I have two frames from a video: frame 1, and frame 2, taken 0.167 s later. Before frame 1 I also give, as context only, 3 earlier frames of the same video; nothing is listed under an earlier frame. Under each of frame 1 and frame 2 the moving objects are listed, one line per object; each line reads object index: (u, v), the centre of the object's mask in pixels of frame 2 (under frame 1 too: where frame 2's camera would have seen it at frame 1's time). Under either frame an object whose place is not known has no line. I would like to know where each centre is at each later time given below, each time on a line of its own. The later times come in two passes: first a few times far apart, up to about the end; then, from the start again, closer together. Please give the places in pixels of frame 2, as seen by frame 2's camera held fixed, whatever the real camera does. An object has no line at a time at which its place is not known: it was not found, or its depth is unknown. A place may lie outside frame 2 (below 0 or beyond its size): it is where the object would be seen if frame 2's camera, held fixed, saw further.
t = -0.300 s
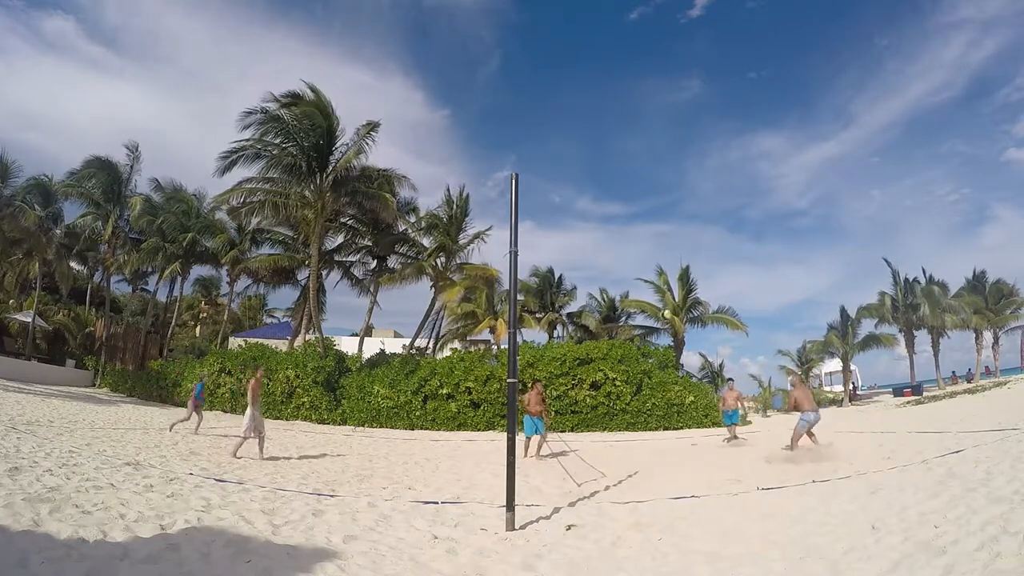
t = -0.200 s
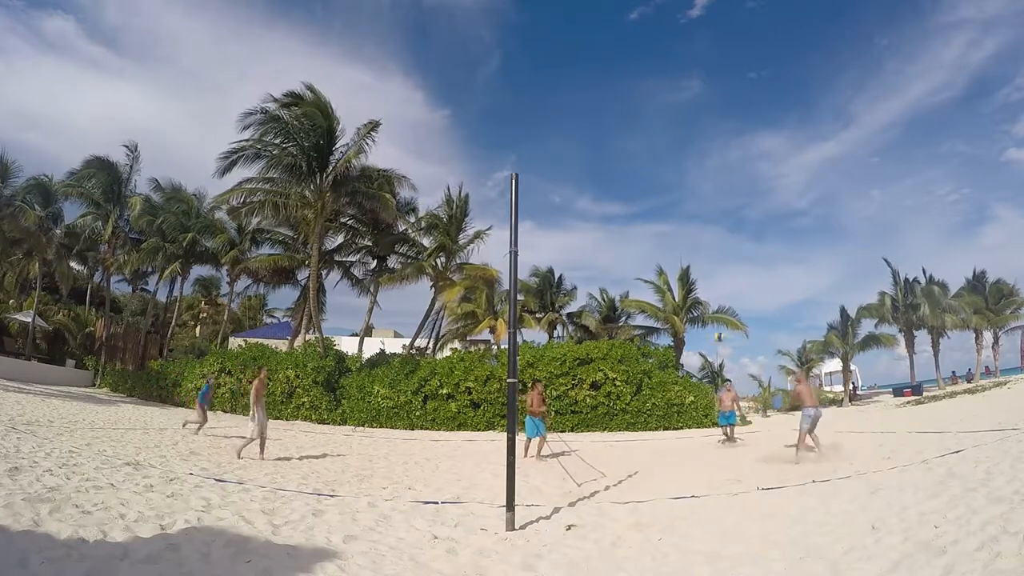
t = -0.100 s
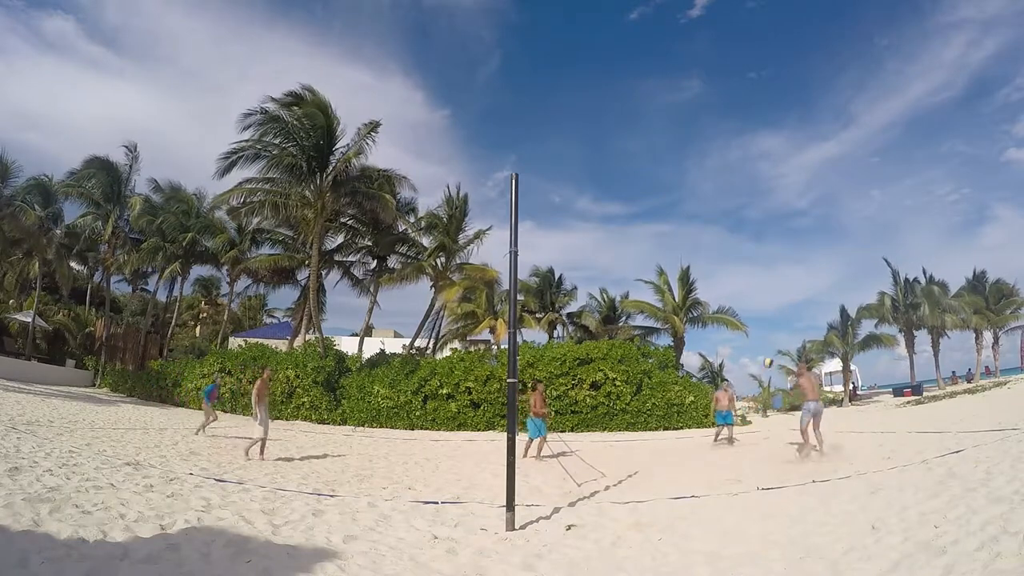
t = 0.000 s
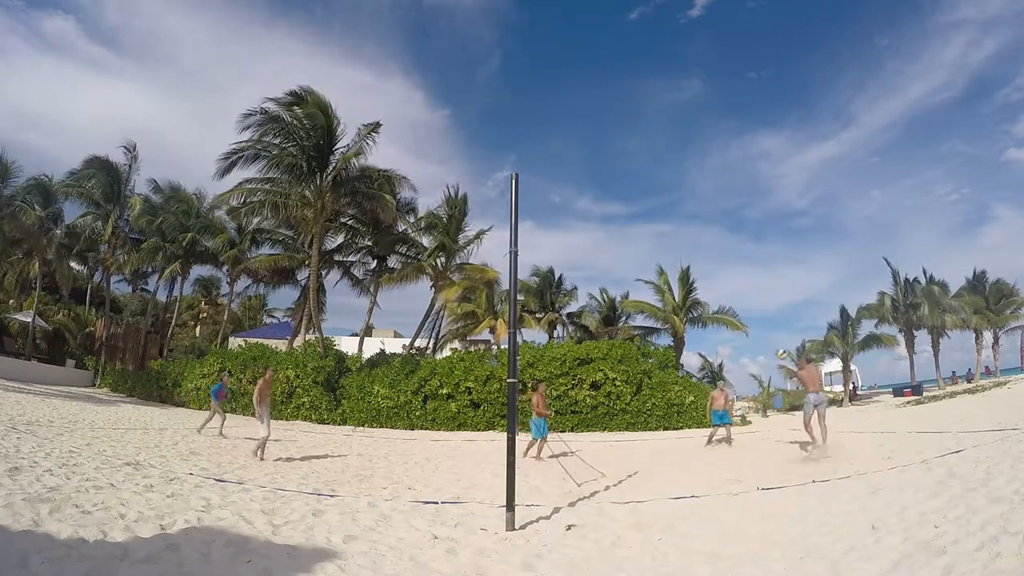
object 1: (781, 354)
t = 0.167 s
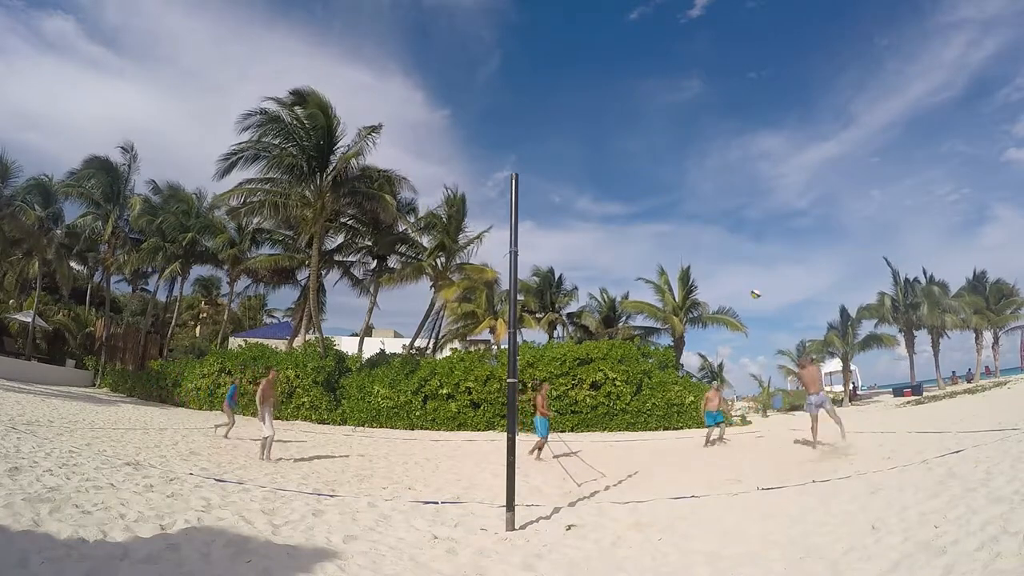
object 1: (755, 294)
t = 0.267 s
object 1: (739, 262)
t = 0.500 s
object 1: (704, 210)
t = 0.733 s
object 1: (670, 182)
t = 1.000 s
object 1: (630, 179)
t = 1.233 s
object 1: (596, 201)
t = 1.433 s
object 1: (561, 246)
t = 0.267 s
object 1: (739, 262)
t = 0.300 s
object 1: (734, 253)
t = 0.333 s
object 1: (729, 245)
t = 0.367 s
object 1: (724, 237)
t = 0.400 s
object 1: (719, 229)
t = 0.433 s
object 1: (714, 222)
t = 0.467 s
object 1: (708, 216)
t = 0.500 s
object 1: (704, 210)
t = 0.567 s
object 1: (693, 200)
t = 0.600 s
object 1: (688, 195)
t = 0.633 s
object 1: (684, 191)
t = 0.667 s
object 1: (679, 187)
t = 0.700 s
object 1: (674, 184)
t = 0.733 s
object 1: (670, 182)
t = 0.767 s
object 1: (664, 180)
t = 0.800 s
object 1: (659, 178)
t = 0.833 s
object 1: (654, 177)
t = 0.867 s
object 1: (650, 176)
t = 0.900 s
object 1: (644, 177)
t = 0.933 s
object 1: (639, 176)
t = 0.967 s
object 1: (635, 177)
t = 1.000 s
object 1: (630, 179)
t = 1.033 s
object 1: (624, 180)
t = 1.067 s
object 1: (620, 183)
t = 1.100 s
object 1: (617, 184)
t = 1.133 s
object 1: (612, 188)
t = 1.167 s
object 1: (607, 191)
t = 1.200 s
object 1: (602, 195)
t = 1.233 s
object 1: (596, 201)
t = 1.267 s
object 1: (590, 207)
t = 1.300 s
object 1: (584, 212)
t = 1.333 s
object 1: (579, 220)
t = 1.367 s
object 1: (574, 228)
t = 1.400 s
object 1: (567, 236)
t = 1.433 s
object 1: (561, 246)
